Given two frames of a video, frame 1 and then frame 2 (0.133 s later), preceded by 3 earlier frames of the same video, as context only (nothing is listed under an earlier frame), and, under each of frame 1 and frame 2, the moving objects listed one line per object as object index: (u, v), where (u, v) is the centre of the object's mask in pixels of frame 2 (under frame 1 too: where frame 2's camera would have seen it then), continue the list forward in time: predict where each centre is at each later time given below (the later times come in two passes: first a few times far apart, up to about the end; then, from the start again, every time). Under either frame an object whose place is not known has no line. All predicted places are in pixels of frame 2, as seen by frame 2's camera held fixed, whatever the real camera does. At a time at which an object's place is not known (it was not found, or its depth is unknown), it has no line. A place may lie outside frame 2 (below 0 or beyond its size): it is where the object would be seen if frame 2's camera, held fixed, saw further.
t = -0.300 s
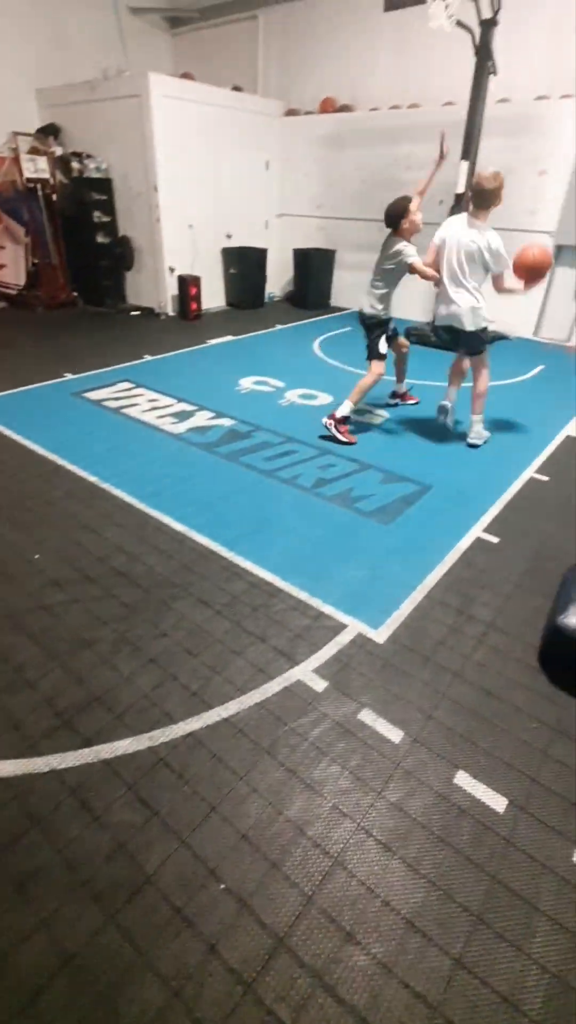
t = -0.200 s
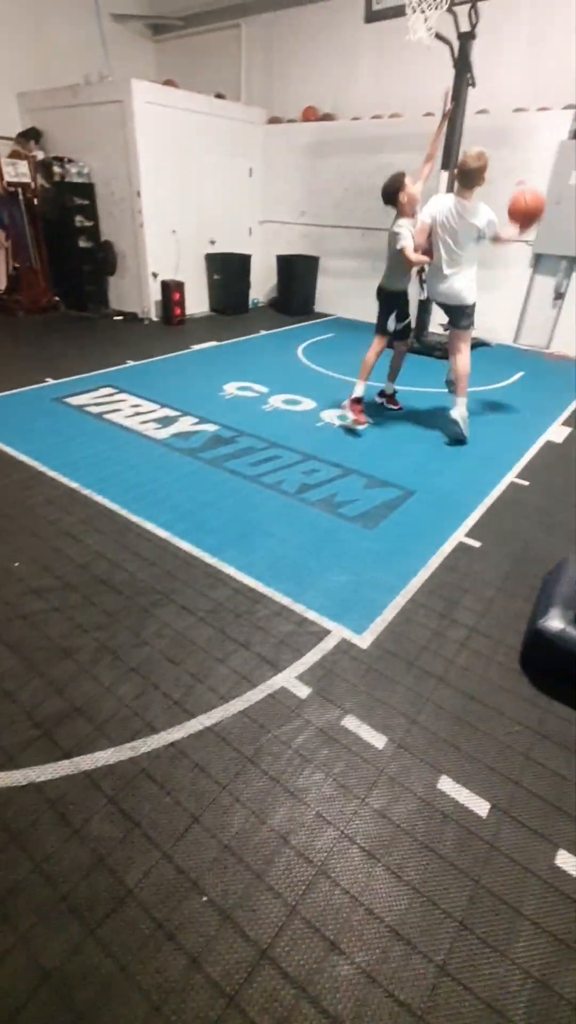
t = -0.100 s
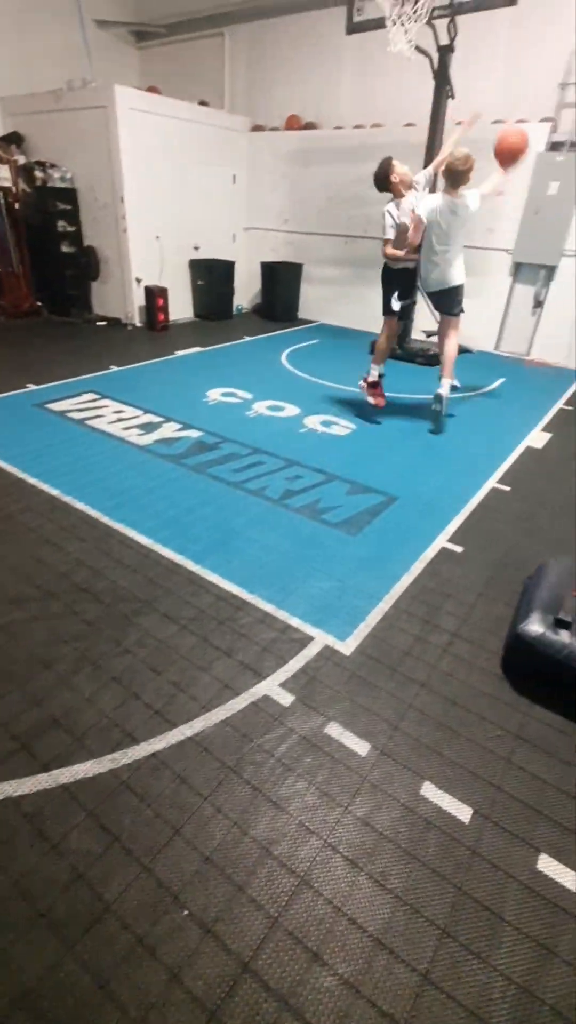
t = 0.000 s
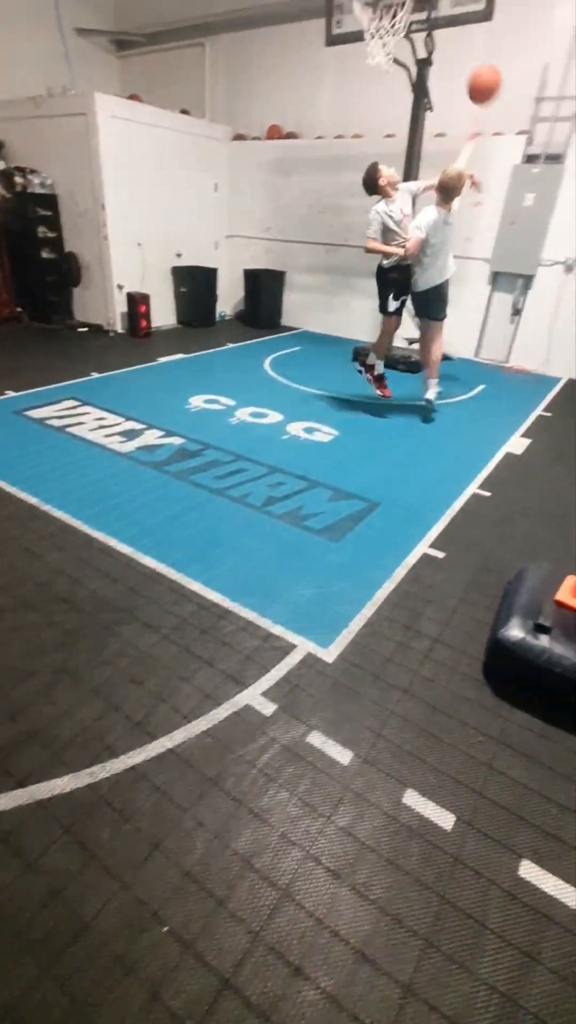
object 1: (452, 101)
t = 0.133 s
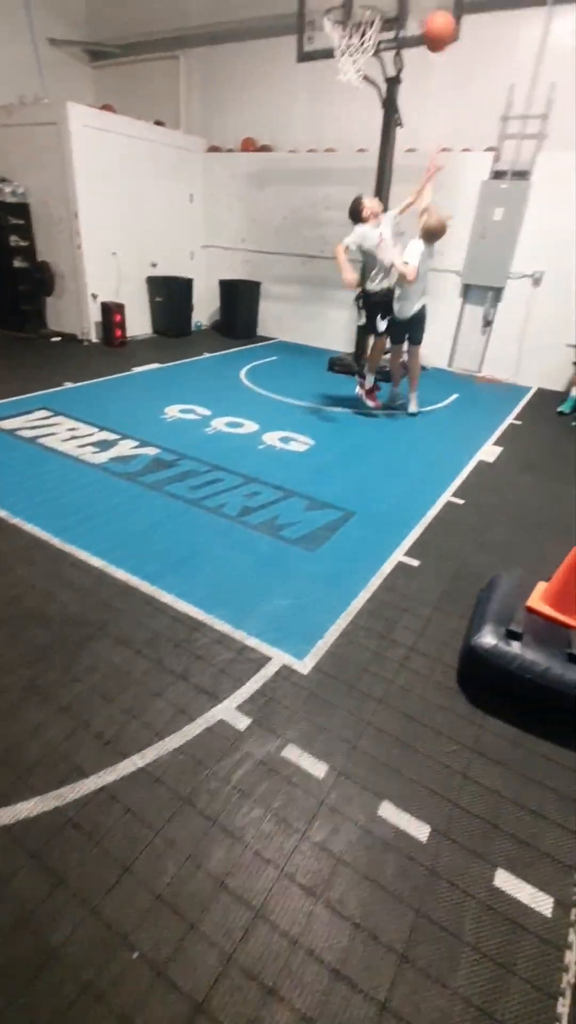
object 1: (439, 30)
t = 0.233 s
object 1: (427, 3)
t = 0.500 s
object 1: (376, -22)
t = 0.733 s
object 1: (349, 6)
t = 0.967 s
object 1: (349, 65)
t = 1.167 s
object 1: (344, 148)
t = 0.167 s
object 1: (435, 18)
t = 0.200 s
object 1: (431, 8)
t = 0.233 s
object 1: (427, 3)
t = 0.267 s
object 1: (422, -4)
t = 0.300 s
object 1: (417, -10)
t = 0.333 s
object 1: (411, -15)
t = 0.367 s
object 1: (404, -18)
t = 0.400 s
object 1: (398, -20)
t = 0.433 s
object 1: (391, -22)
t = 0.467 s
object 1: (383, -23)
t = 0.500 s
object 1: (376, -22)
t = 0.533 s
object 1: (368, -22)
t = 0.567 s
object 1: (362, -20)
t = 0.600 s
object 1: (354, -15)
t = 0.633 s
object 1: (346, -6)
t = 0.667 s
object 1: (347, -4)
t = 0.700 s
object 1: (347, 0)
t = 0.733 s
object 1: (349, 6)
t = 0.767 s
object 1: (349, 15)
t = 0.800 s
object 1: (348, 22)
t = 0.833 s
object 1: (348, 27)
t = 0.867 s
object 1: (350, 33)
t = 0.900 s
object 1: (350, 42)
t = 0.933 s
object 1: (350, 53)
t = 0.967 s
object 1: (349, 65)
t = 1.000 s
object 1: (349, 74)
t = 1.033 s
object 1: (348, 90)
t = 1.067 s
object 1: (348, 100)
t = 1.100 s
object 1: (347, 114)
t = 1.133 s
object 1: (346, 131)
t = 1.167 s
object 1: (344, 148)
